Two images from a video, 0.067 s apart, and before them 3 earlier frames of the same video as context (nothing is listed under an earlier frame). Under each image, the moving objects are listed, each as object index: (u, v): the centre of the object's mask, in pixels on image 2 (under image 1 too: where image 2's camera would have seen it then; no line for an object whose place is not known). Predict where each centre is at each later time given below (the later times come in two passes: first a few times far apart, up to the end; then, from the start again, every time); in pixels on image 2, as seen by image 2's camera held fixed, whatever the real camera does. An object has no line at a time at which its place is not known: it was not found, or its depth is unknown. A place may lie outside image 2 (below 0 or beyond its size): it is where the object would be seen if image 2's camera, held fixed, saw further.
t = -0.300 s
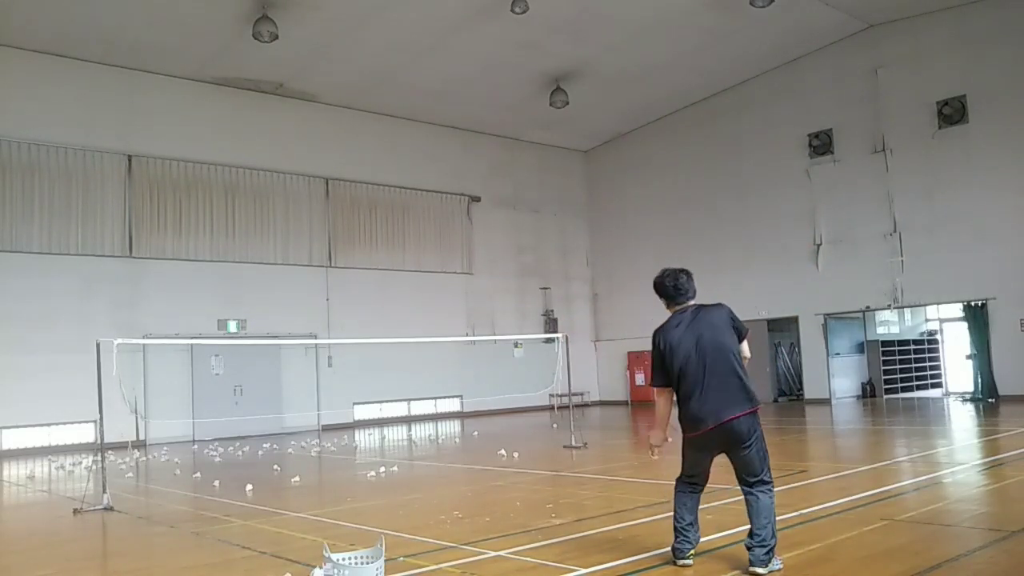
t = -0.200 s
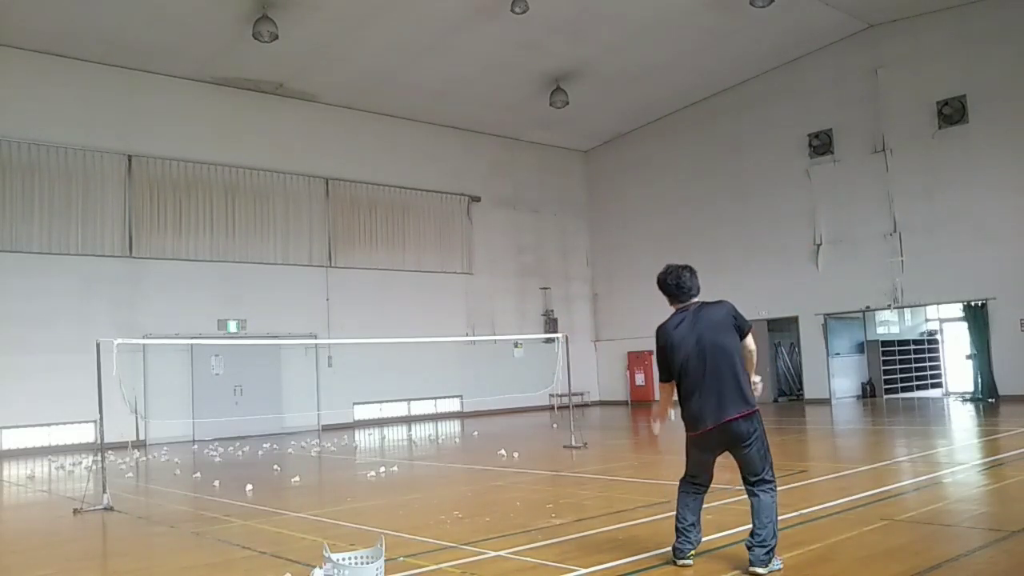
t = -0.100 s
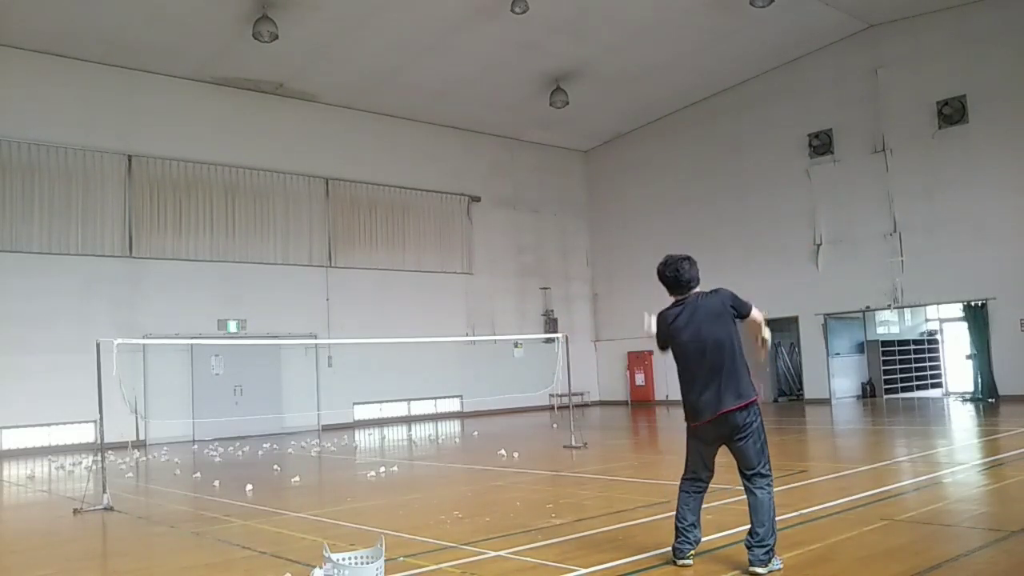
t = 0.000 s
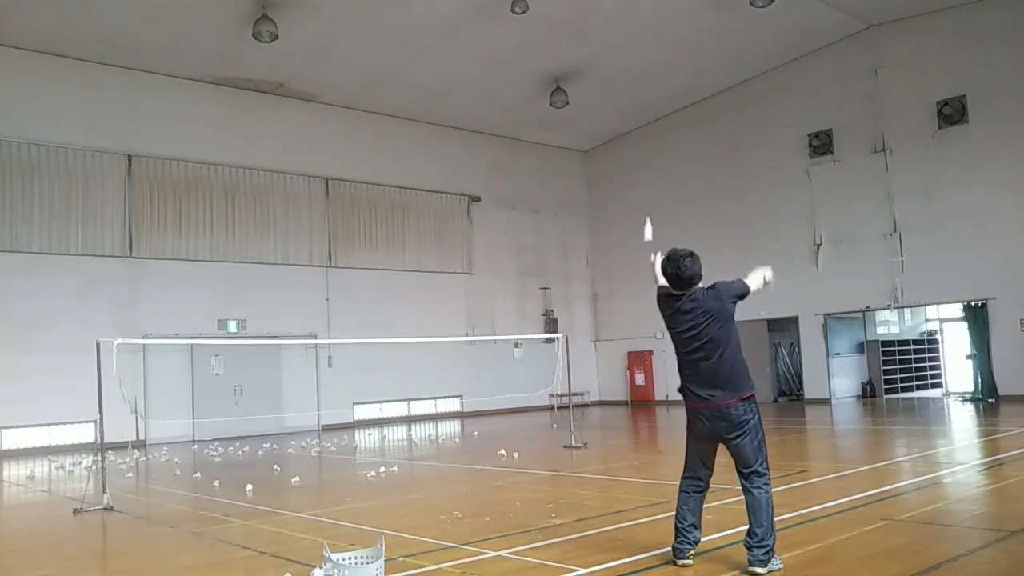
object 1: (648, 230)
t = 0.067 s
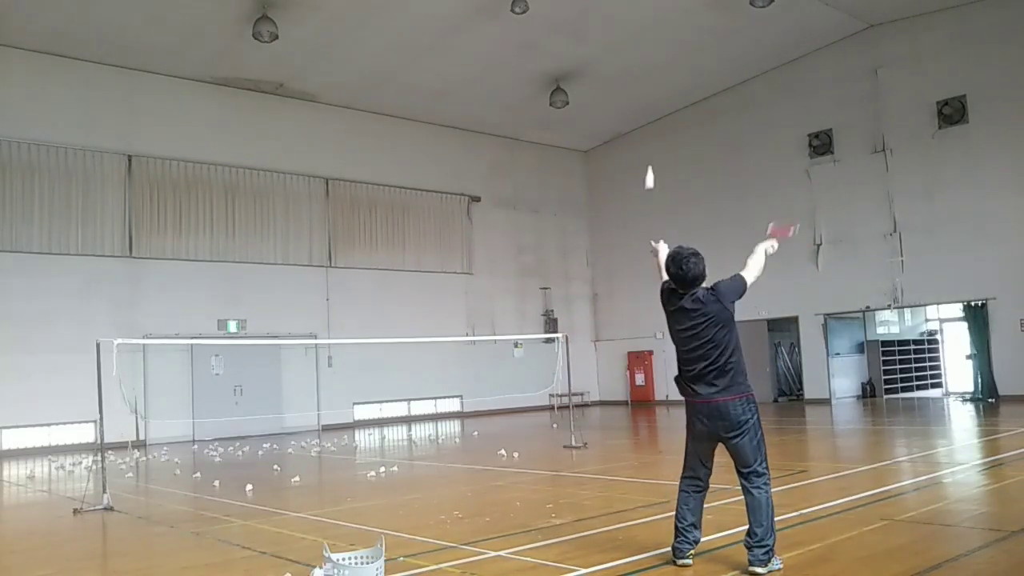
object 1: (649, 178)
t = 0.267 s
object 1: (656, 72)
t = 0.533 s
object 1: (667, 28)
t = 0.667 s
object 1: (675, 44)
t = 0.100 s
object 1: (650, 156)
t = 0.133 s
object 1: (651, 135)
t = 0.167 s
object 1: (652, 116)
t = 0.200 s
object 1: (653, 100)
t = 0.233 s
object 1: (655, 85)
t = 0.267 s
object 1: (656, 72)
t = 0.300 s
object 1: (657, 61)
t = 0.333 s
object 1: (658, 51)
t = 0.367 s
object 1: (659, 43)
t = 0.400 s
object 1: (660, 37)
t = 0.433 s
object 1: (662, 32)
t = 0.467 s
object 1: (664, 29)
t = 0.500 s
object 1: (666, 27)
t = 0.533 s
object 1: (667, 28)
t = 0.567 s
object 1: (669, 30)
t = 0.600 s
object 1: (671, 33)
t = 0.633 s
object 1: (673, 38)
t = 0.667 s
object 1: (675, 44)
